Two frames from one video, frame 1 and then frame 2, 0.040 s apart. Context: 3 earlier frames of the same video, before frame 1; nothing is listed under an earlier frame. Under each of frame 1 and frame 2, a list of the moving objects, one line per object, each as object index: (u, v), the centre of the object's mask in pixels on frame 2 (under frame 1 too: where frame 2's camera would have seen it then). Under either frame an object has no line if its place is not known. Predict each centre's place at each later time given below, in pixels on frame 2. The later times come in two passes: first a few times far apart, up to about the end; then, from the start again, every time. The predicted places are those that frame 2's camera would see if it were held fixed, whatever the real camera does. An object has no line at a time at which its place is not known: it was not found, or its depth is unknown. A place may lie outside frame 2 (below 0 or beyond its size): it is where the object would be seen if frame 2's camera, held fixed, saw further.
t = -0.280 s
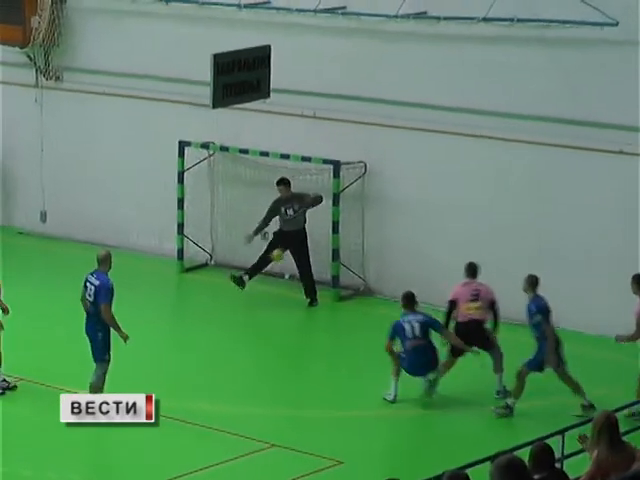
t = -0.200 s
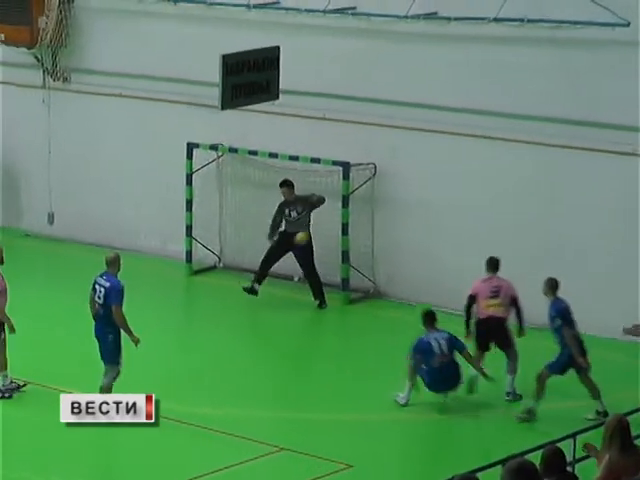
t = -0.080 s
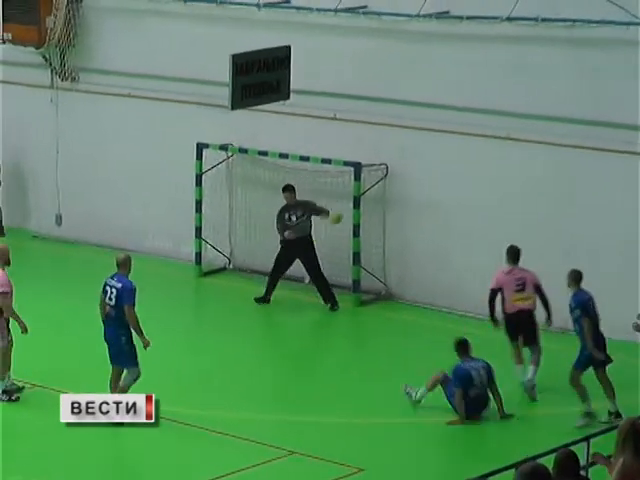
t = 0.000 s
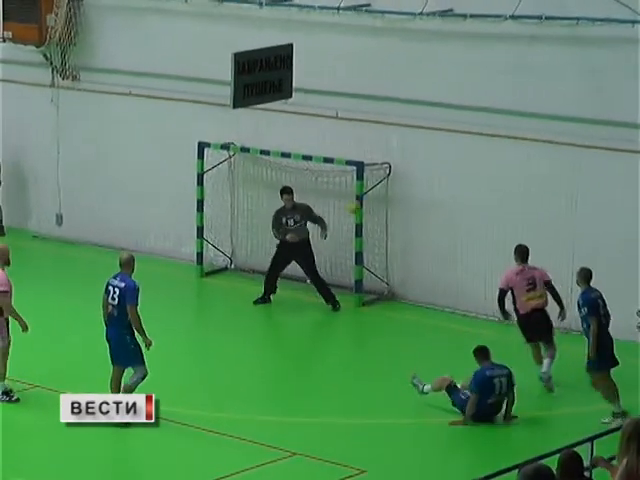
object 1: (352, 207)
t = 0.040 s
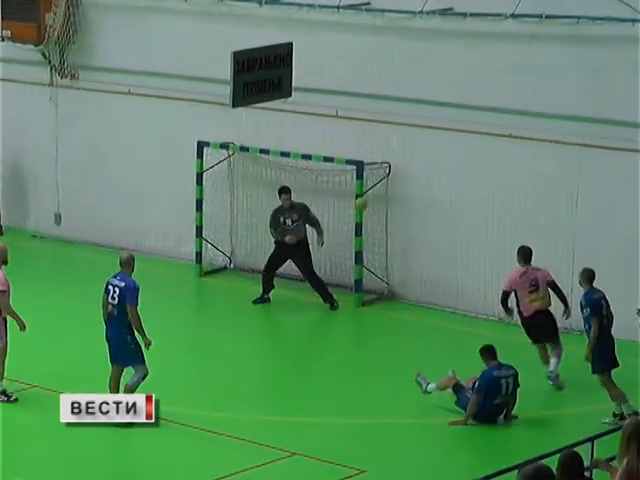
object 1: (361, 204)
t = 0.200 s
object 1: (391, 203)
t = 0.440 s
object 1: (440, 236)
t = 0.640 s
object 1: (480, 296)
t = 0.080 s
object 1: (369, 202)
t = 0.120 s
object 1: (377, 200)
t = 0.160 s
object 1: (384, 201)
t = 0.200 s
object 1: (391, 203)
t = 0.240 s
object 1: (400, 205)
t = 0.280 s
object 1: (409, 209)
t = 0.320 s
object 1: (416, 214)
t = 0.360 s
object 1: (424, 220)
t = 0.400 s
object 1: (432, 227)
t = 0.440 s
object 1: (440, 236)
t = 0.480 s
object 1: (448, 246)
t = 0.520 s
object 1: (456, 256)
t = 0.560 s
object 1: (464, 268)
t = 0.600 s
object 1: (472, 281)
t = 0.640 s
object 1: (480, 296)
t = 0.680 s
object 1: (488, 312)
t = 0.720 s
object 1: (497, 329)
